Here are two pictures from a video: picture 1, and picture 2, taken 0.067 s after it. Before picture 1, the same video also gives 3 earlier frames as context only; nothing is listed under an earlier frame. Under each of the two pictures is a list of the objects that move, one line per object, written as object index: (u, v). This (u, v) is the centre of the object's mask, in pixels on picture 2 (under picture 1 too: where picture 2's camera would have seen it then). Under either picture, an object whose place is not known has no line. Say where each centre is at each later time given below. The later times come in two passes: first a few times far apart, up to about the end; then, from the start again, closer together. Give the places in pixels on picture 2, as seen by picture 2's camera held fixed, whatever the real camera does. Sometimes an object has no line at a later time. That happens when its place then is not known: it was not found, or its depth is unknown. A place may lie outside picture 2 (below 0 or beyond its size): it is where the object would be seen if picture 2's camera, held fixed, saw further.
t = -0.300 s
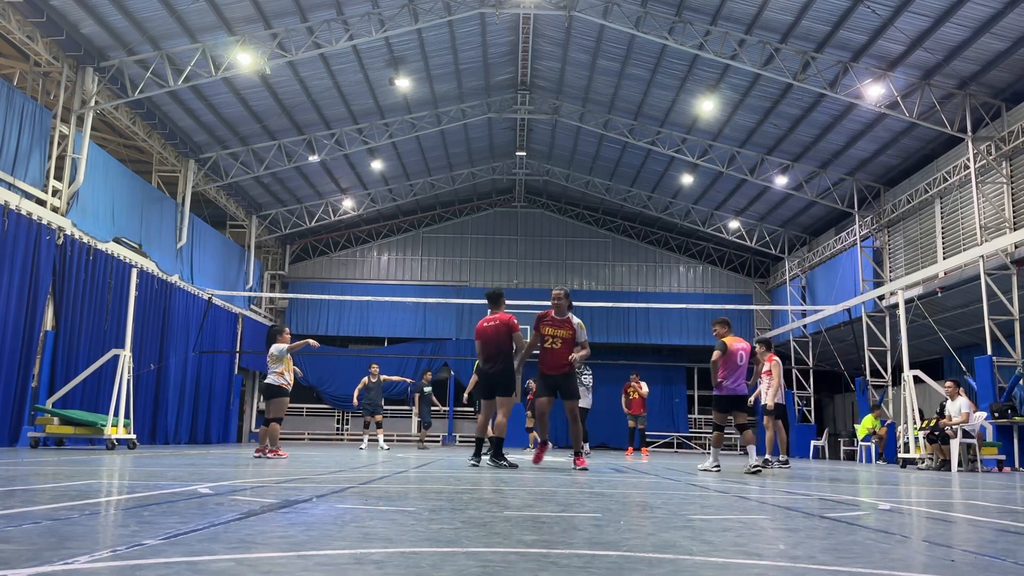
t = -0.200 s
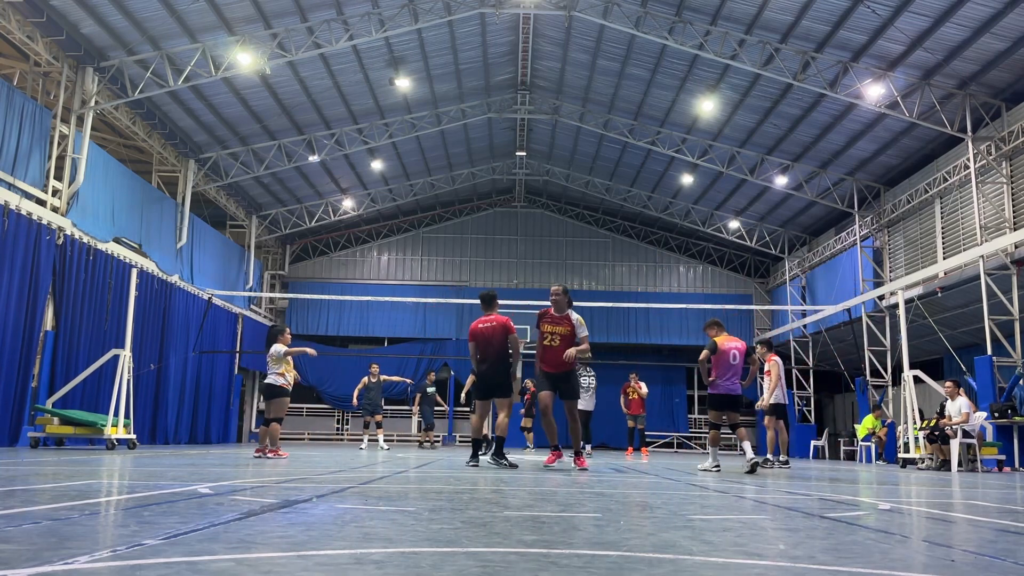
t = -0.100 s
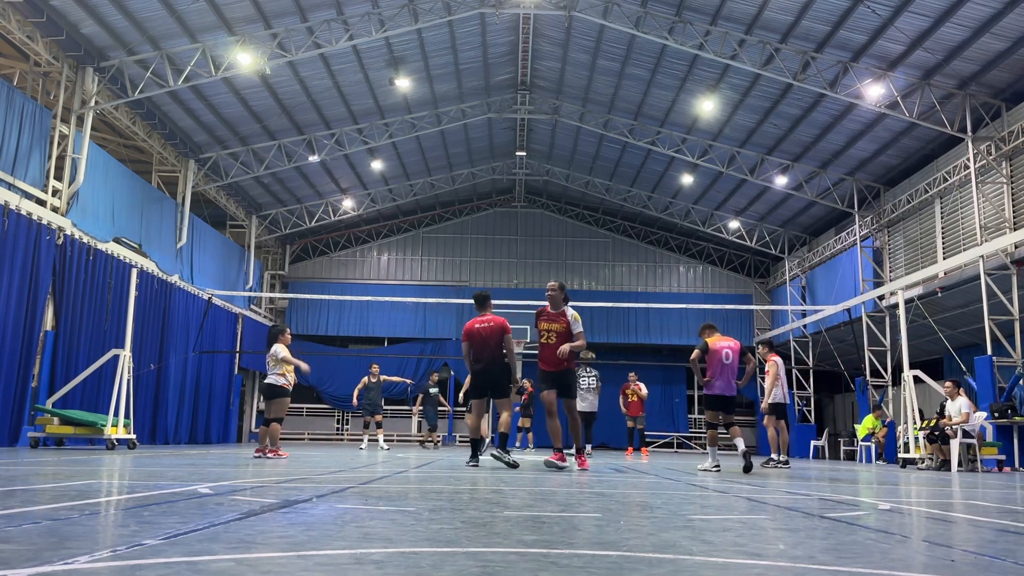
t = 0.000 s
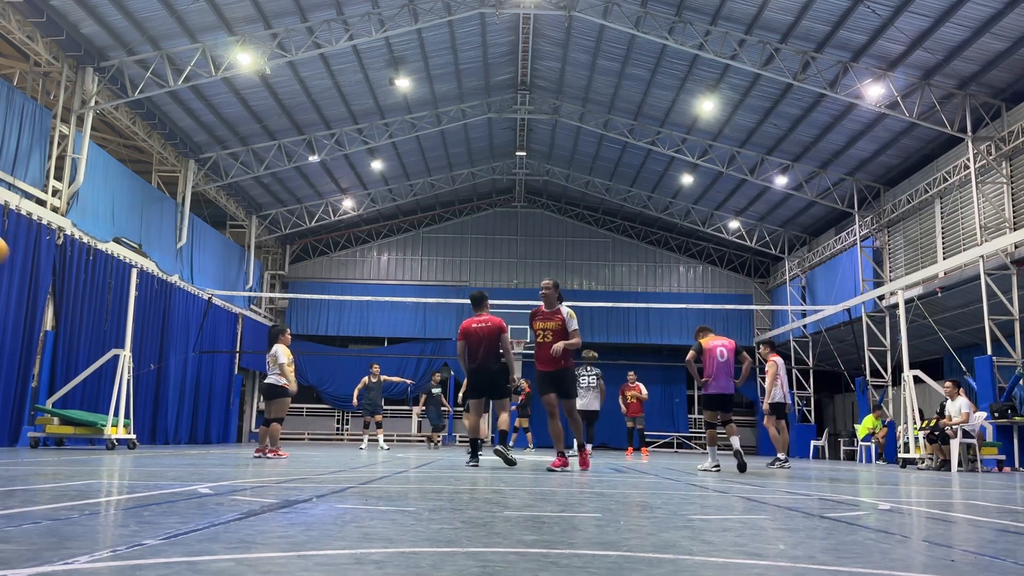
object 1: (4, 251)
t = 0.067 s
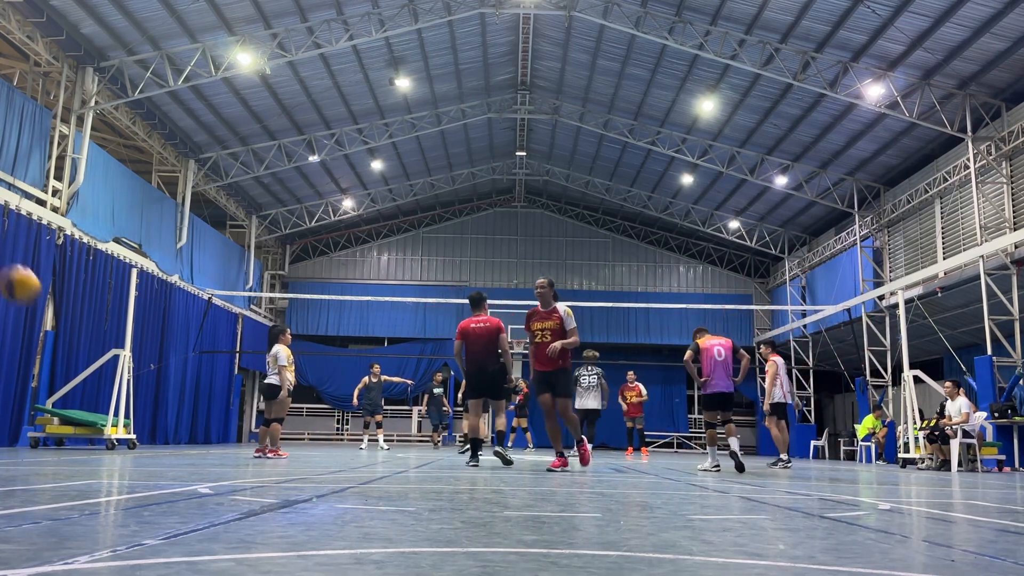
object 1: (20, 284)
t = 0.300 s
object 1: (124, 458)
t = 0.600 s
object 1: (211, 329)
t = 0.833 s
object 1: (265, 322)
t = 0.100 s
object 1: (35, 304)
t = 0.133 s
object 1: (52, 327)
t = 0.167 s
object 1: (68, 349)
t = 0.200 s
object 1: (82, 375)
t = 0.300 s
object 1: (124, 458)
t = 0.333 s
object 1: (136, 444)
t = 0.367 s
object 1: (147, 423)
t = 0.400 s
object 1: (156, 404)
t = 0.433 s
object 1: (166, 387)
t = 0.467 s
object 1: (175, 372)
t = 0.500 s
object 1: (185, 358)
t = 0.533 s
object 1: (194, 347)
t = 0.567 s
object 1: (202, 337)
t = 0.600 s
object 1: (211, 329)
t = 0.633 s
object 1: (219, 323)
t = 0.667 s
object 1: (227, 319)
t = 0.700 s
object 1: (235, 316)
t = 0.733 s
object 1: (243, 315)
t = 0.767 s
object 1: (250, 315)
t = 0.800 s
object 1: (258, 318)
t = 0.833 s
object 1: (265, 322)
